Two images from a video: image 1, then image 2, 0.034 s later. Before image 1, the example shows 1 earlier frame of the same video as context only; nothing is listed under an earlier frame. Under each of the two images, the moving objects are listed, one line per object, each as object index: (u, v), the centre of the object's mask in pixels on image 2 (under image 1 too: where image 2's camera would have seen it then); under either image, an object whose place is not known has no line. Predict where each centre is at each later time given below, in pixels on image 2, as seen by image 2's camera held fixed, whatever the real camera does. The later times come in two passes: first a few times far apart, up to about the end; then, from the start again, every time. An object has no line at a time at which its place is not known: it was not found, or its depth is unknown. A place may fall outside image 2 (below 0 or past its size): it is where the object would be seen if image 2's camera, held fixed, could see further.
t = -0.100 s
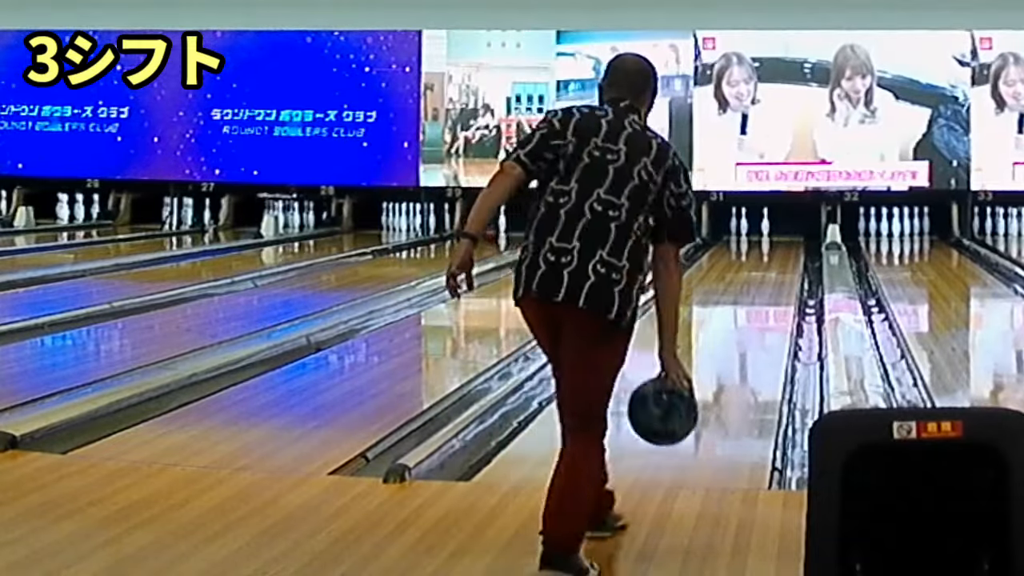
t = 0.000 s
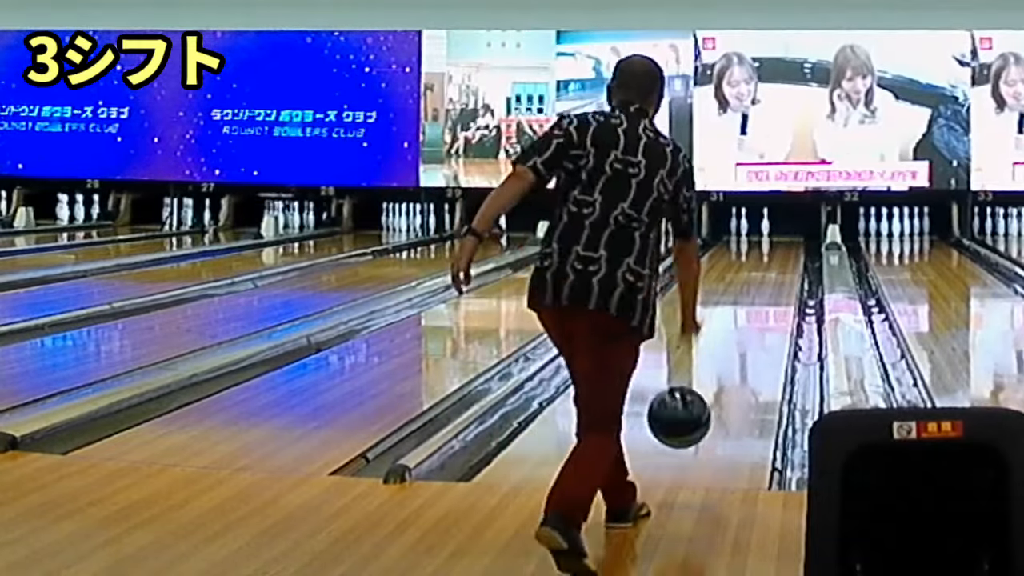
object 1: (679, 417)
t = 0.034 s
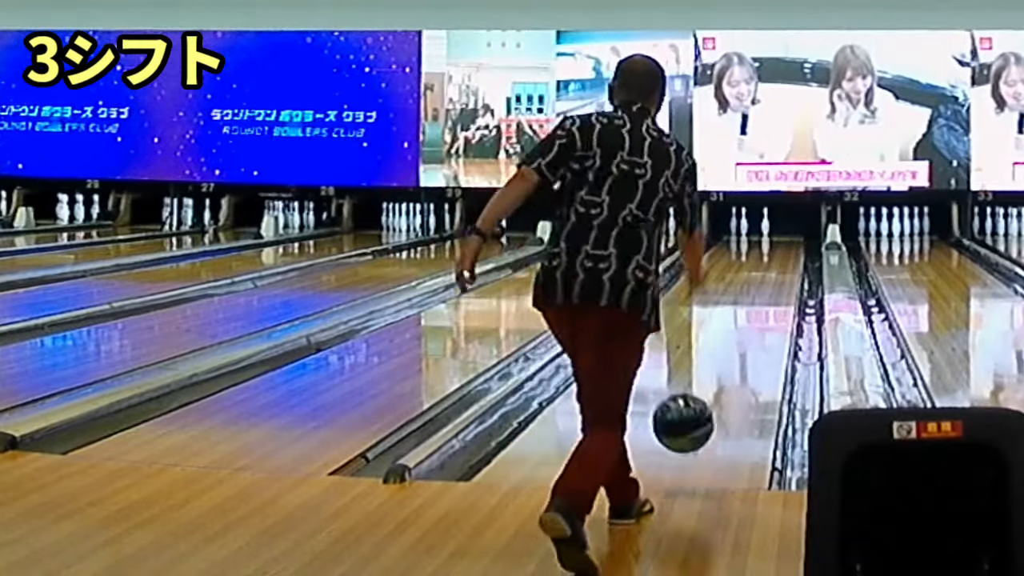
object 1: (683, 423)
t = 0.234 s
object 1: (702, 405)
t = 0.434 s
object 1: (715, 374)
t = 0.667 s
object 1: (726, 342)
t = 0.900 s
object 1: (734, 318)
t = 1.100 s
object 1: (739, 303)
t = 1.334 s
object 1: (745, 287)
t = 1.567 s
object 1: (748, 274)
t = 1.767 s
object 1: (751, 265)
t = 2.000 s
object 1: (753, 255)
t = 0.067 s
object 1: (687, 431)
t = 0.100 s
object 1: (690, 441)
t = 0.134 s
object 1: (693, 431)
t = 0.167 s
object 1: (697, 419)
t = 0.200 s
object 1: (699, 411)
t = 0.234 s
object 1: (702, 405)
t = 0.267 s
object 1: (705, 403)
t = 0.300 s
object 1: (707, 398)
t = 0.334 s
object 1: (709, 392)
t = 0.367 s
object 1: (711, 386)
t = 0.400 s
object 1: (713, 380)
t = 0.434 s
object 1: (715, 374)
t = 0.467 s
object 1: (717, 369)
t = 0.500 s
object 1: (718, 364)
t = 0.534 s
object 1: (720, 359)
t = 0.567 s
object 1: (722, 355)
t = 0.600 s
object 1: (723, 351)
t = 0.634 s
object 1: (725, 347)
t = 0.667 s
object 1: (726, 342)
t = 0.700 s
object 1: (727, 338)
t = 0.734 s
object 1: (729, 335)
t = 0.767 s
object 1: (730, 331)
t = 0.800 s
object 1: (731, 328)
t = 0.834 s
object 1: (732, 324)
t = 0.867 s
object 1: (733, 321)
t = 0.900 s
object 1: (734, 318)
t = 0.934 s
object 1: (735, 315)
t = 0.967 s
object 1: (736, 314)
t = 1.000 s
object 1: (736, 310)
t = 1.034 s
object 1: (737, 308)
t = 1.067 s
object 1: (738, 306)
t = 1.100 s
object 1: (739, 303)
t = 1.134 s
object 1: (740, 300)
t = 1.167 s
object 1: (740, 298)
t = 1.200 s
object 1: (741, 296)
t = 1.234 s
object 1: (742, 294)
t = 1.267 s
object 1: (743, 292)
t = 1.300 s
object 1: (744, 289)
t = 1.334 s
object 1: (745, 287)
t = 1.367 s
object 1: (744, 286)
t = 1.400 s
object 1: (745, 284)
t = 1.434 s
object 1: (745, 282)
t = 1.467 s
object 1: (746, 280)
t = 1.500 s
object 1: (747, 278)
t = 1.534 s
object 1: (747, 276)
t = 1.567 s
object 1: (748, 274)
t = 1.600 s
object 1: (748, 272)
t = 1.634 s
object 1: (749, 270)
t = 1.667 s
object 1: (749, 269)
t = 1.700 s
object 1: (750, 267)
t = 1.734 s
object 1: (750, 266)
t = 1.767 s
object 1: (751, 265)
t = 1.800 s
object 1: (751, 263)
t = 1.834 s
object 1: (752, 261)
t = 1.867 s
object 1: (752, 260)
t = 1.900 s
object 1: (752, 258)
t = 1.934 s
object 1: (752, 257)
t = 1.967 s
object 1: (753, 257)
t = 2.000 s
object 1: (753, 255)
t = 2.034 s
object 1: (753, 254)
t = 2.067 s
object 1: (753, 252)
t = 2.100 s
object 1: (753, 251)
